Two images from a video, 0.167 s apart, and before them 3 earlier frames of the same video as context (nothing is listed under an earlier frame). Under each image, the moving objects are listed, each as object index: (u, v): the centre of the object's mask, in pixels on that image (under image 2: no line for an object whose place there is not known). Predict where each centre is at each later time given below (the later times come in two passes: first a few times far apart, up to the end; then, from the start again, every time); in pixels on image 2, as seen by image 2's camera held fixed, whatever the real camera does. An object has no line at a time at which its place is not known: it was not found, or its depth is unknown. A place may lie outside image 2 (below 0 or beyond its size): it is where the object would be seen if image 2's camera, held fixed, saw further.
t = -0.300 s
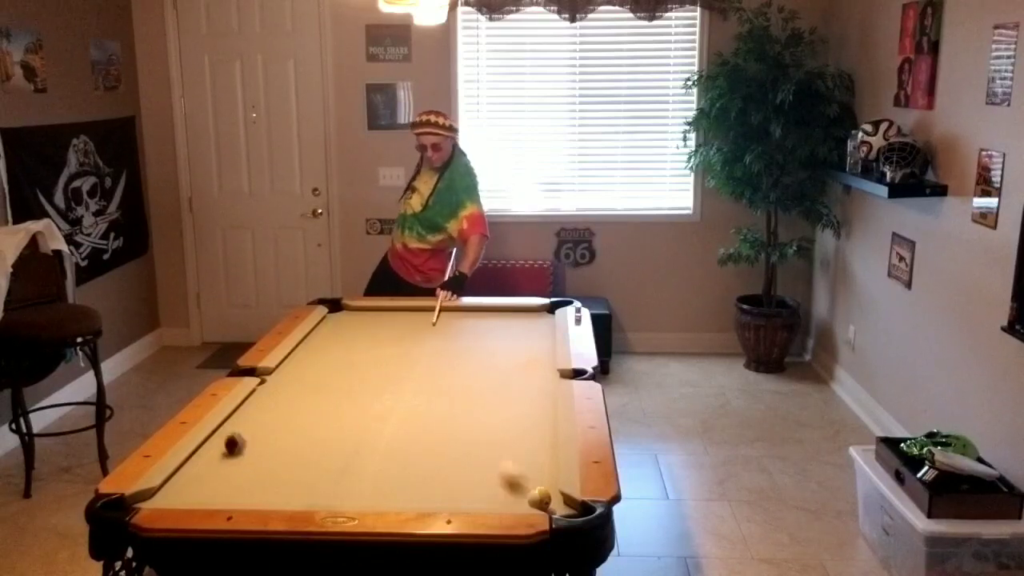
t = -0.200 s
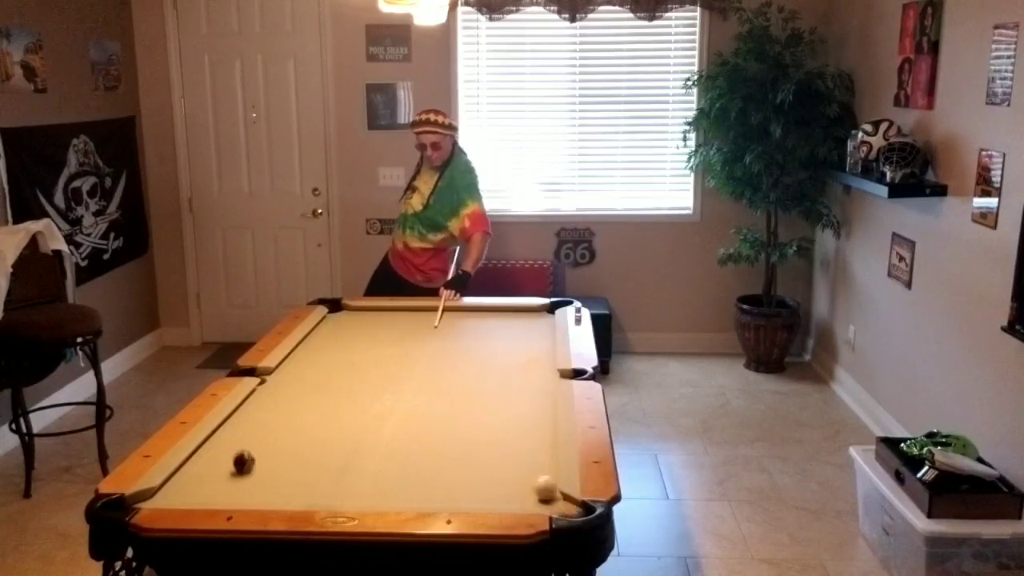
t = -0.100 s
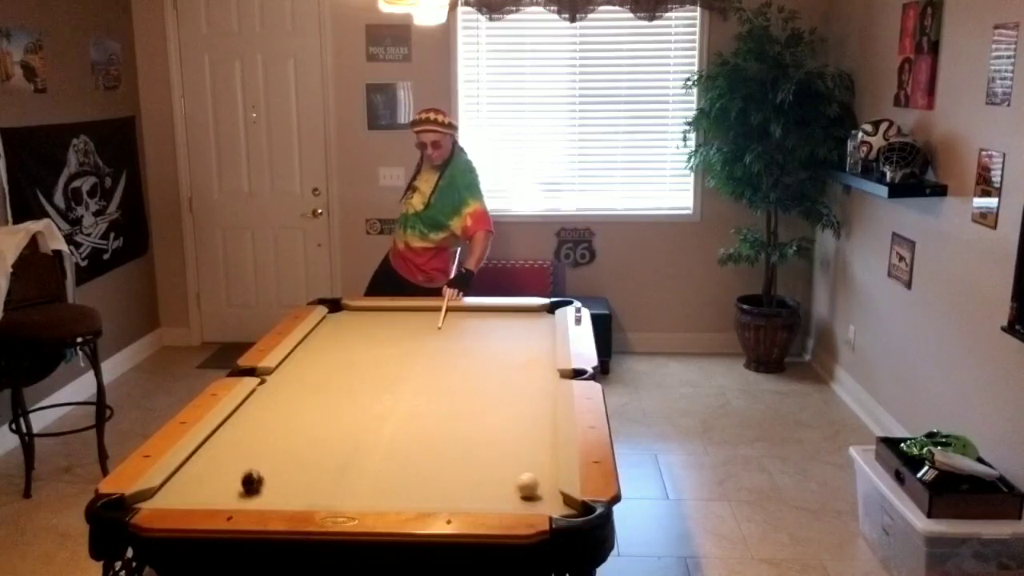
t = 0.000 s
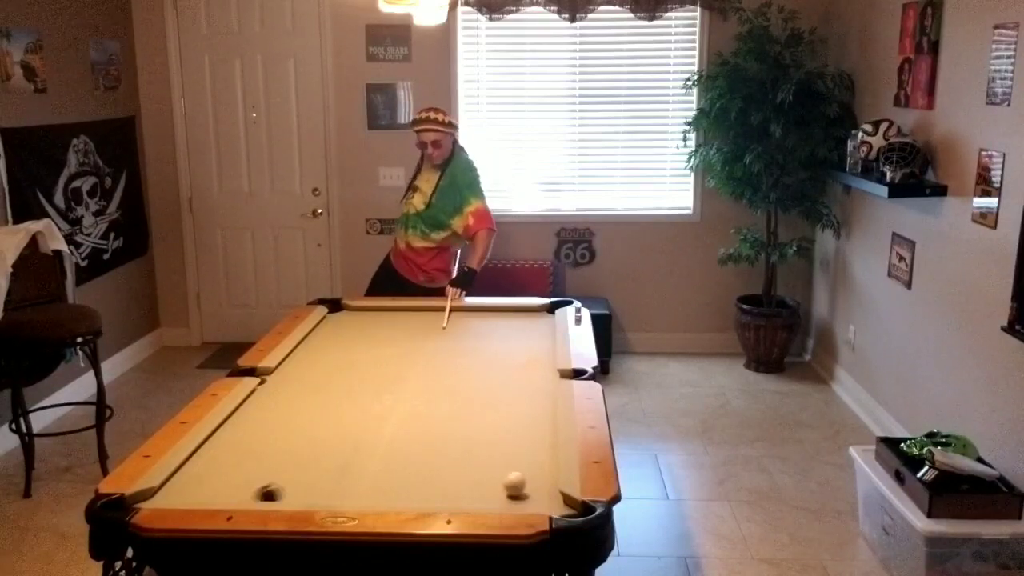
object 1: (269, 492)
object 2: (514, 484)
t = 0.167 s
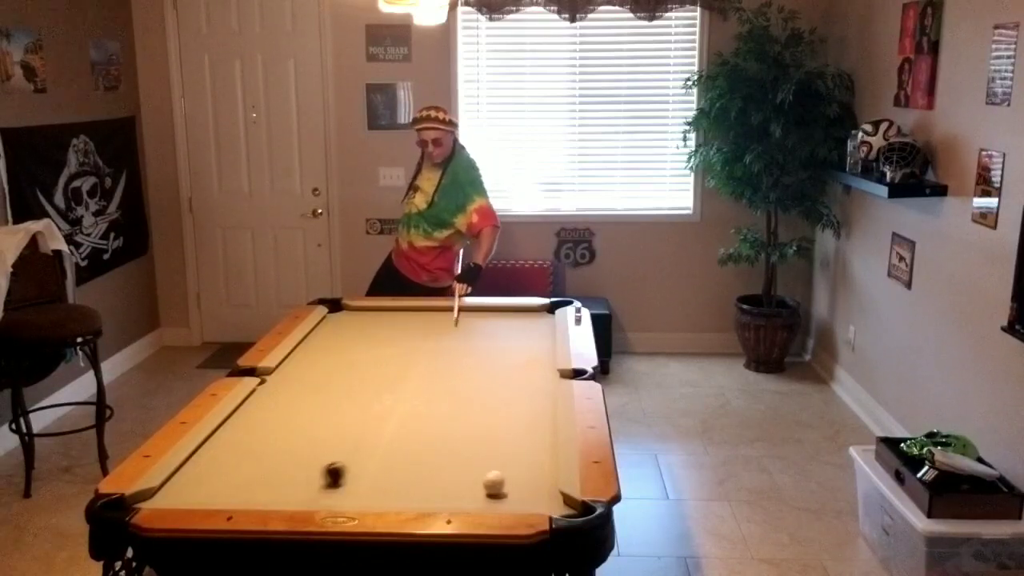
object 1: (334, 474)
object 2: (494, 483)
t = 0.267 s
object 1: (367, 464)
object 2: (482, 483)
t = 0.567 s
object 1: (457, 437)
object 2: (448, 480)
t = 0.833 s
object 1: (524, 416)
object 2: (422, 478)
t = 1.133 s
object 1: (522, 395)
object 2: (395, 476)
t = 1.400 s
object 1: (494, 381)
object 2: (374, 475)
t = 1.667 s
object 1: (469, 368)
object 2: (355, 473)
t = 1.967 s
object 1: (444, 355)
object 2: (337, 471)
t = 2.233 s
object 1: (424, 345)
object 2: (324, 470)
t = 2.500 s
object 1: (407, 336)
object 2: (312, 469)
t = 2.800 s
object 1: (390, 328)
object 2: (303, 467)
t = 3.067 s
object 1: (375, 321)
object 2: (296, 467)
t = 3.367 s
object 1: (363, 315)
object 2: (291, 467)
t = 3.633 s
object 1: (351, 310)
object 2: (289, 467)
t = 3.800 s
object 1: (344, 307)
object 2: (288, 467)
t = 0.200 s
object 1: (345, 471)
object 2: (490, 483)
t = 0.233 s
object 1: (356, 467)
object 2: (486, 483)
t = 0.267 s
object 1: (367, 464)
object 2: (482, 483)
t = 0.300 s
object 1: (378, 461)
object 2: (478, 482)
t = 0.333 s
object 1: (389, 457)
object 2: (474, 482)
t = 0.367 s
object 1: (399, 454)
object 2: (470, 482)
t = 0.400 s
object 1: (409, 451)
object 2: (466, 481)
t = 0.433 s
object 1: (418, 448)
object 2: (463, 481)
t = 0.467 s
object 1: (428, 445)
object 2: (459, 481)
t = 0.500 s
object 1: (438, 442)
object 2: (456, 481)
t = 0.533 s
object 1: (447, 439)
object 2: (452, 481)
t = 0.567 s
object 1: (457, 437)
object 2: (448, 480)
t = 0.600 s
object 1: (466, 434)
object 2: (445, 480)
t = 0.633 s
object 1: (474, 431)
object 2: (441, 480)
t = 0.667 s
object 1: (483, 428)
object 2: (438, 480)
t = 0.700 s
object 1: (491, 425)
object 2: (435, 479)
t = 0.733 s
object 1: (500, 423)
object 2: (432, 479)
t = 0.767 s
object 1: (508, 420)
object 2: (428, 479)
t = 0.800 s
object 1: (516, 418)
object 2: (425, 479)
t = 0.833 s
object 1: (524, 416)
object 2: (422, 478)
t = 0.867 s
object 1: (532, 413)
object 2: (419, 478)
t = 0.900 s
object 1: (540, 411)
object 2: (416, 478)
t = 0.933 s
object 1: (546, 408)
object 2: (413, 478)
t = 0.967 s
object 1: (544, 406)
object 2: (409, 477)
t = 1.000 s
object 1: (538, 404)
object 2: (407, 477)
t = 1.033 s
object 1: (534, 402)
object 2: (404, 477)
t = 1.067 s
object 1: (530, 400)
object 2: (401, 477)
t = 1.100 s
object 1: (526, 397)
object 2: (398, 476)
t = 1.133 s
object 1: (522, 395)
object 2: (395, 476)
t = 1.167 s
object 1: (518, 393)
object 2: (392, 476)
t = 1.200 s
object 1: (514, 392)
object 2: (390, 476)
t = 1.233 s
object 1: (511, 390)
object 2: (387, 476)
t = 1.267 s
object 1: (507, 388)
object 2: (384, 476)
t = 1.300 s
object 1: (504, 386)
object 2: (382, 475)
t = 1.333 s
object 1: (501, 384)
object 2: (379, 475)
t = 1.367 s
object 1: (497, 382)
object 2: (377, 475)
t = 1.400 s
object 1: (494, 381)
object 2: (374, 475)
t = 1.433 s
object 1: (490, 379)
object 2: (372, 474)
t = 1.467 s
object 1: (487, 378)
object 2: (369, 474)
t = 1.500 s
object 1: (484, 376)
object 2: (367, 474)
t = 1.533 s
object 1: (481, 374)
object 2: (364, 474)
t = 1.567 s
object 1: (478, 372)
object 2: (362, 474)
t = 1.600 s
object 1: (475, 371)
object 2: (360, 474)
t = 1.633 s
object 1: (472, 370)
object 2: (358, 473)
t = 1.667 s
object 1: (469, 368)
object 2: (355, 473)
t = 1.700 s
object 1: (466, 366)
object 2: (353, 473)
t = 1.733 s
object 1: (463, 365)
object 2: (351, 473)
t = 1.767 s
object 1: (460, 363)
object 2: (349, 473)
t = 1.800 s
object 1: (457, 362)
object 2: (347, 472)
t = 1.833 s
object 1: (454, 360)
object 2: (345, 472)
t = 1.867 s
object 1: (452, 359)
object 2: (343, 472)
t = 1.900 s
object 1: (449, 358)
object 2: (341, 472)
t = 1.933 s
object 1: (446, 357)
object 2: (339, 472)
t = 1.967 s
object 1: (444, 355)
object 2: (337, 471)
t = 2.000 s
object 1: (441, 354)
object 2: (335, 471)
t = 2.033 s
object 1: (439, 353)
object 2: (334, 471)
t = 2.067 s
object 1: (436, 351)
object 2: (332, 471)
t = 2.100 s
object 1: (434, 350)
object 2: (330, 471)
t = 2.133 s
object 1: (431, 349)
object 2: (329, 471)
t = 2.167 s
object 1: (429, 348)
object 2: (327, 470)
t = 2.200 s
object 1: (427, 347)
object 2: (325, 470)
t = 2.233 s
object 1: (424, 345)
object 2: (324, 470)
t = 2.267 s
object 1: (422, 344)
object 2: (322, 470)
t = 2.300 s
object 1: (420, 343)
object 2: (321, 469)
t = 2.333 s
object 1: (418, 342)
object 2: (319, 469)
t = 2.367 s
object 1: (416, 341)
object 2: (318, 469)
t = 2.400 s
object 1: (413, 340)
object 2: (316, 469)
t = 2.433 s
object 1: (411, 339)
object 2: (315, 469)
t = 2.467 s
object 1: (409, 337)
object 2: (314, 469)
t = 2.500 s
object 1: (407, 336)
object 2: (312, 469)
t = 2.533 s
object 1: (405, 335)
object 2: (311, 469)
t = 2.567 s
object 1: (403, 334)
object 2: (310, 468)
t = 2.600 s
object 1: (401, 333)
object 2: (309, 468)
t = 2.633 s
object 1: (399, 333)
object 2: (308, 468)
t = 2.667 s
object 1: (397, 331)
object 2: (307, 468)
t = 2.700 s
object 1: (395, 331)
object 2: (306, 468)
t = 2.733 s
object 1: (393, 330)
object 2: (304, 468)
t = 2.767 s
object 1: (391, 329)
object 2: (303, 468)
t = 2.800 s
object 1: (390, 328)
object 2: (303, 467)
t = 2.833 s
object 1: (388, 327)
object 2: (302, 467)
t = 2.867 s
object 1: (386, 326)
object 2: (301, 467)
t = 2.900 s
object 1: (384, 325)
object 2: (300, 467)
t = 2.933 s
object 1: (382, 325)
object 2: (299, 467)
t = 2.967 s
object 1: (380, 324)
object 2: (298, 467)
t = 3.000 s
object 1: (379, 323)
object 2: (297, 467)
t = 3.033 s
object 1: (377, 322)
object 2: (297, 467)
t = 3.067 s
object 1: (375, 321)
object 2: (296, 467)
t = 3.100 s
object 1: (374, 320)
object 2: (295, 467)
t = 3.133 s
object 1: (374, 320)
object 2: (295, 467)
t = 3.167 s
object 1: (372, 319)
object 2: (294, 467)
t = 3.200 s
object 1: (370, 319)
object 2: (294, 467)
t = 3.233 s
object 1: (369, 318)
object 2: (293, 467)
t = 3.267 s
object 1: (367, 317)
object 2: (292, 467)
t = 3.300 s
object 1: (366, 317)
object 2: (292, 467)
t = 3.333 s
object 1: (364, 316)
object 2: (291, 466)
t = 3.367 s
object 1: (363, 315)
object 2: (291, 467)
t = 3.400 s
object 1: (361, 314)
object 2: (291, 467)
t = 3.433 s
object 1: (360, 314)
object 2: (290, 467)
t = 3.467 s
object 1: (358, 313)
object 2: (290, 467)
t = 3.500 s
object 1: (357, 313)
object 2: (289, 467)
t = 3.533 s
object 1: (355, 312)
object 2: (289, 467)
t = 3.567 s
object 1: (354, 311)
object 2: (289, 467)
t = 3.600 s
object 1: (352, 311)
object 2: (289, 467)
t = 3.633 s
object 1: (351, 310)
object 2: (289, 467)
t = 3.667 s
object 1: (350, 310)
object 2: (289, 467)
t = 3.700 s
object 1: (348, 309)
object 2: (288, 467)
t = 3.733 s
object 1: (347, 309)
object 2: (288, 467)
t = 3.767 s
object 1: (345, 308)
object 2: (288, 467)
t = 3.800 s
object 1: (344, 307)
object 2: (288, 467)
